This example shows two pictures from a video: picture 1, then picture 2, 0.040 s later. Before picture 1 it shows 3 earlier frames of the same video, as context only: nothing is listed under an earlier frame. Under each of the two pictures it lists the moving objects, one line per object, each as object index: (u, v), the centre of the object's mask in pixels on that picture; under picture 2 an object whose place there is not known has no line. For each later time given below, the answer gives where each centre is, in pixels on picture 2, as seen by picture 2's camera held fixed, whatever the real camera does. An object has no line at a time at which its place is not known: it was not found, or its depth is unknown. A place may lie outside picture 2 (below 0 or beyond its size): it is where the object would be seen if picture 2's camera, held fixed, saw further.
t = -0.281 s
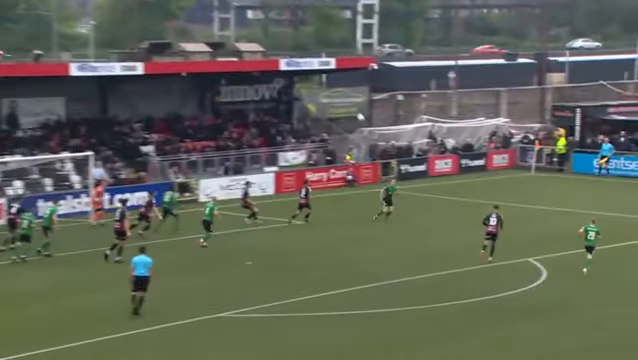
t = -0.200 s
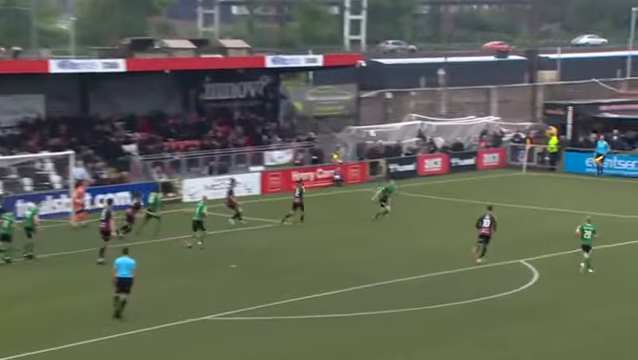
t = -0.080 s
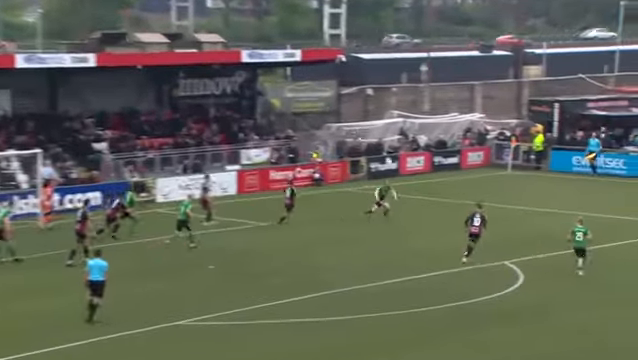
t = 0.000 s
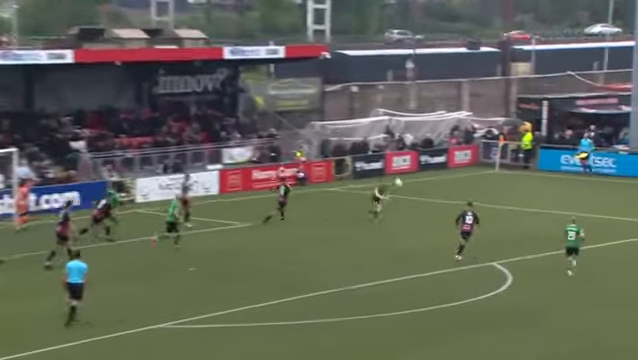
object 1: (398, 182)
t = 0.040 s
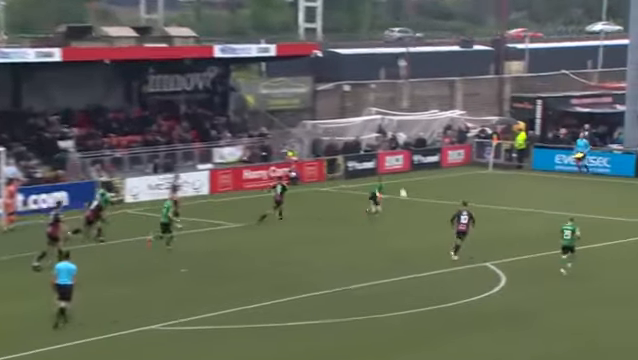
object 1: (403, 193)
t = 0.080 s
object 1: (414, 204)
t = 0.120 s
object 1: (426, 216)
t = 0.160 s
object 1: (435, 214)
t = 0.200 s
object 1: (442, 205)
